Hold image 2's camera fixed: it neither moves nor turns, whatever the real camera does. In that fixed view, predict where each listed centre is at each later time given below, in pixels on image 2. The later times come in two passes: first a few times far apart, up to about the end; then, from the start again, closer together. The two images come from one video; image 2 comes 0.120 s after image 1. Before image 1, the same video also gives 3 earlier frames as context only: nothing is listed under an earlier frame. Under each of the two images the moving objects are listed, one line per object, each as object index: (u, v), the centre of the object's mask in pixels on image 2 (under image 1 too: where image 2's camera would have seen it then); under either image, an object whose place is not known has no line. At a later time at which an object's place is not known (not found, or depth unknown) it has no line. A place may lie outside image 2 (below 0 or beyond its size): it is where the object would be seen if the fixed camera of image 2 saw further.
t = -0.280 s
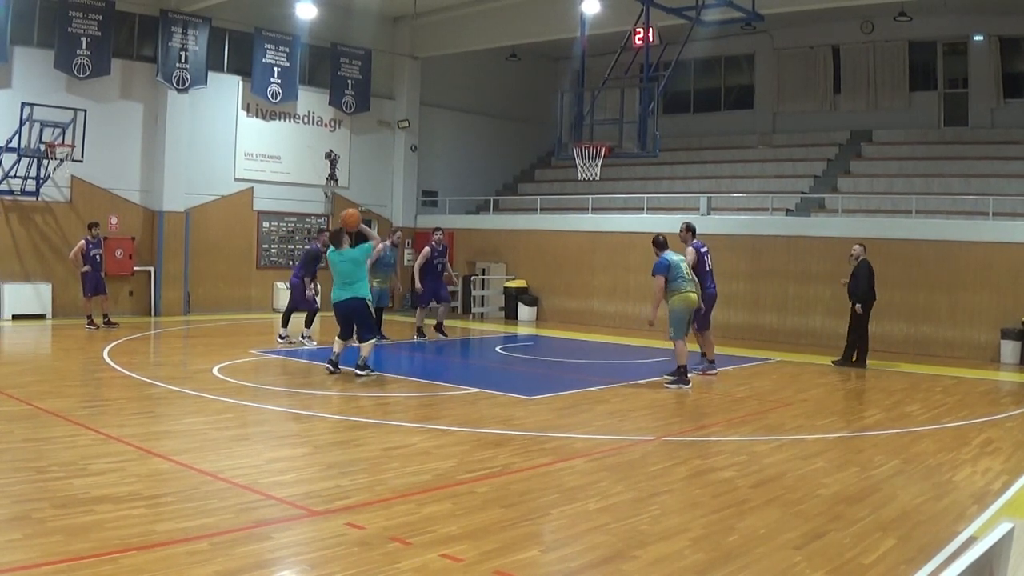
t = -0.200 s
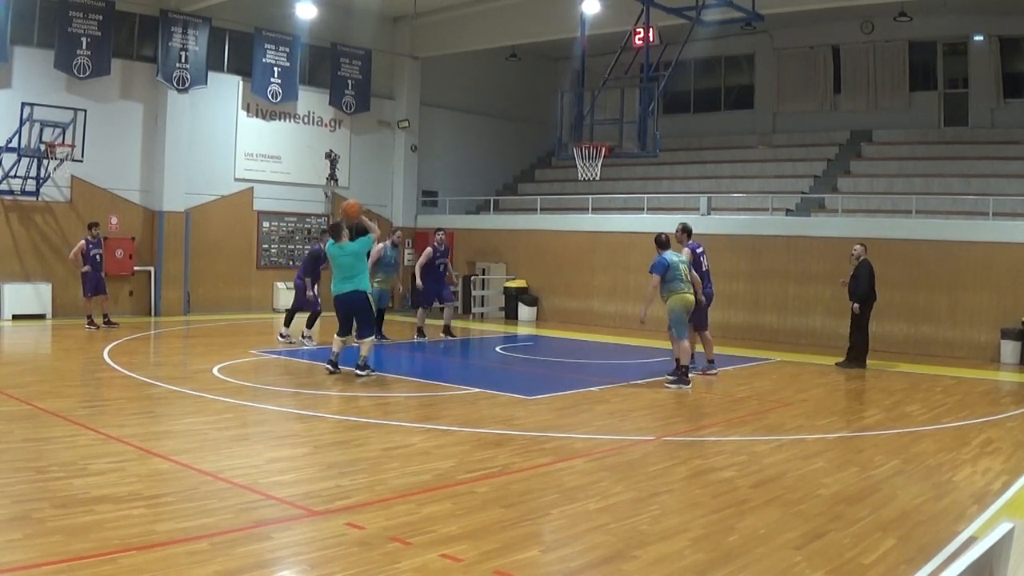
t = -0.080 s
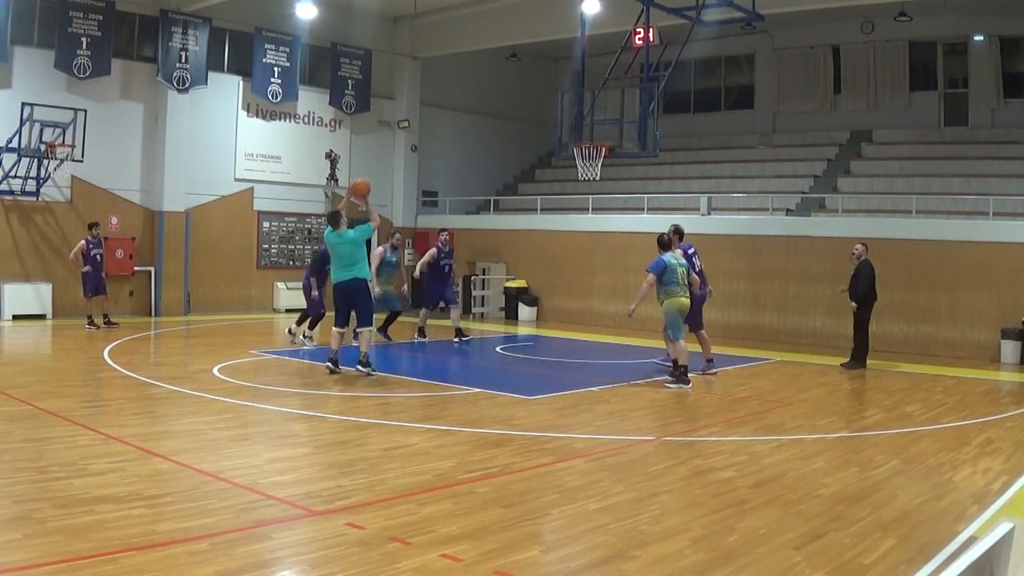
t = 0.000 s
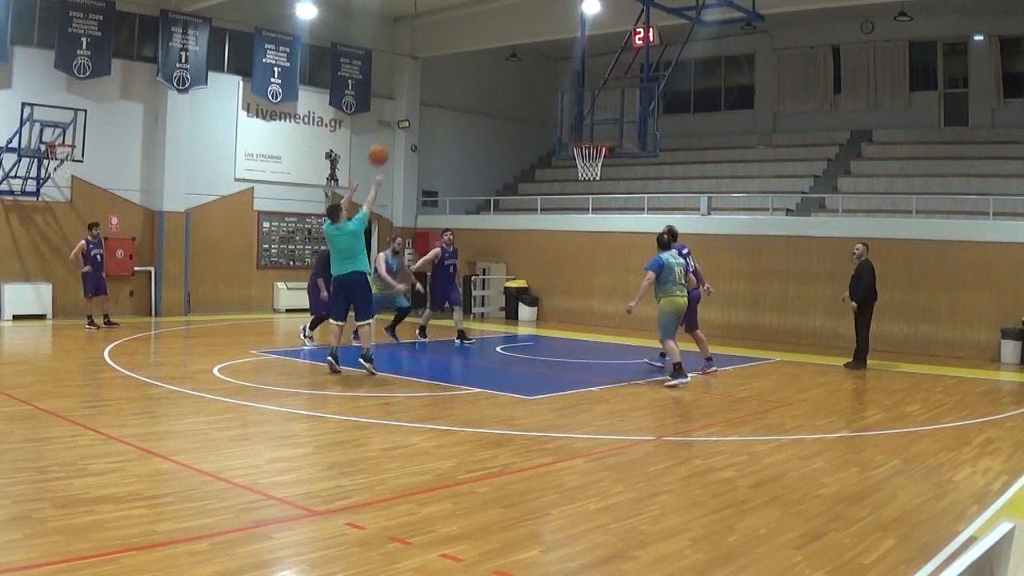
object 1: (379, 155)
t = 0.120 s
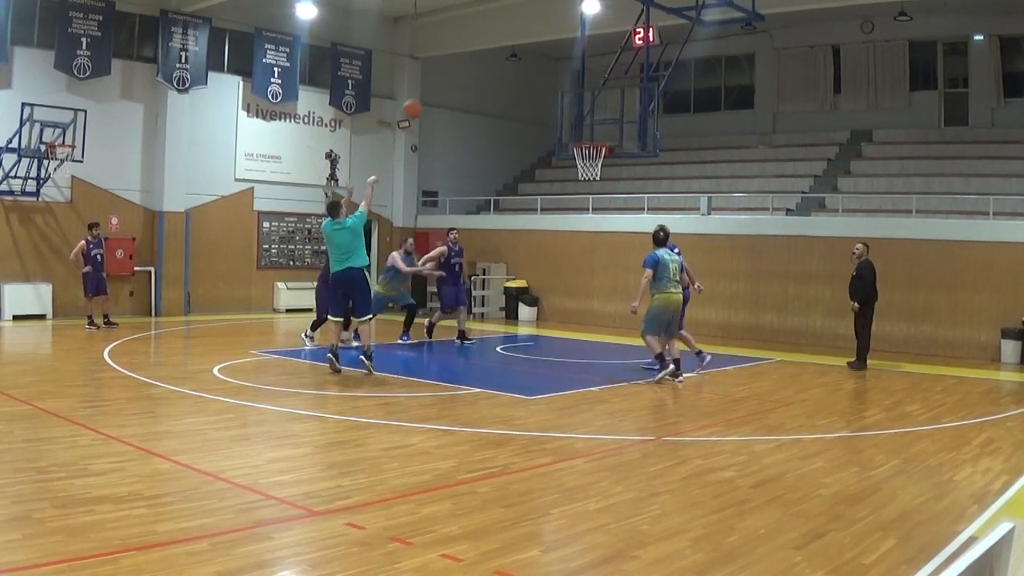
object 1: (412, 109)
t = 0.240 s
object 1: (441, 78)
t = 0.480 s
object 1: (497, 54)
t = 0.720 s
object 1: (543, 71)
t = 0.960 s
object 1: (583, 124)
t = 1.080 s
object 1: (599, 148)
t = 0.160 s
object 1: (422, 96)
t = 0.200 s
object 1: (433, 87)
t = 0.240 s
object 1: (441, 78)
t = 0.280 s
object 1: (452, 70)
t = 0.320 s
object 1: (461, 65)
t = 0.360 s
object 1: (471, 60)
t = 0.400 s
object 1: (480, 57)
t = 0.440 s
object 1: (488, 55)
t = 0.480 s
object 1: (497, 54)
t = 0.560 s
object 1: (513, 55)
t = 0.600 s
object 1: (521, 58)
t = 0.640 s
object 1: (529, 61)
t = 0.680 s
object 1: (537, 66)
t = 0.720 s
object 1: (543, 71)
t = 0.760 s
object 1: (551, 78)
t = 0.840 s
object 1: (564, 94)
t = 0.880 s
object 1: (571, 103)
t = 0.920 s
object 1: (578, 114)
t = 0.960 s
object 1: (583, 124)
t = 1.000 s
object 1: (590, 136)
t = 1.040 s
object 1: (595, 148)
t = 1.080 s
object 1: (599, 148)
